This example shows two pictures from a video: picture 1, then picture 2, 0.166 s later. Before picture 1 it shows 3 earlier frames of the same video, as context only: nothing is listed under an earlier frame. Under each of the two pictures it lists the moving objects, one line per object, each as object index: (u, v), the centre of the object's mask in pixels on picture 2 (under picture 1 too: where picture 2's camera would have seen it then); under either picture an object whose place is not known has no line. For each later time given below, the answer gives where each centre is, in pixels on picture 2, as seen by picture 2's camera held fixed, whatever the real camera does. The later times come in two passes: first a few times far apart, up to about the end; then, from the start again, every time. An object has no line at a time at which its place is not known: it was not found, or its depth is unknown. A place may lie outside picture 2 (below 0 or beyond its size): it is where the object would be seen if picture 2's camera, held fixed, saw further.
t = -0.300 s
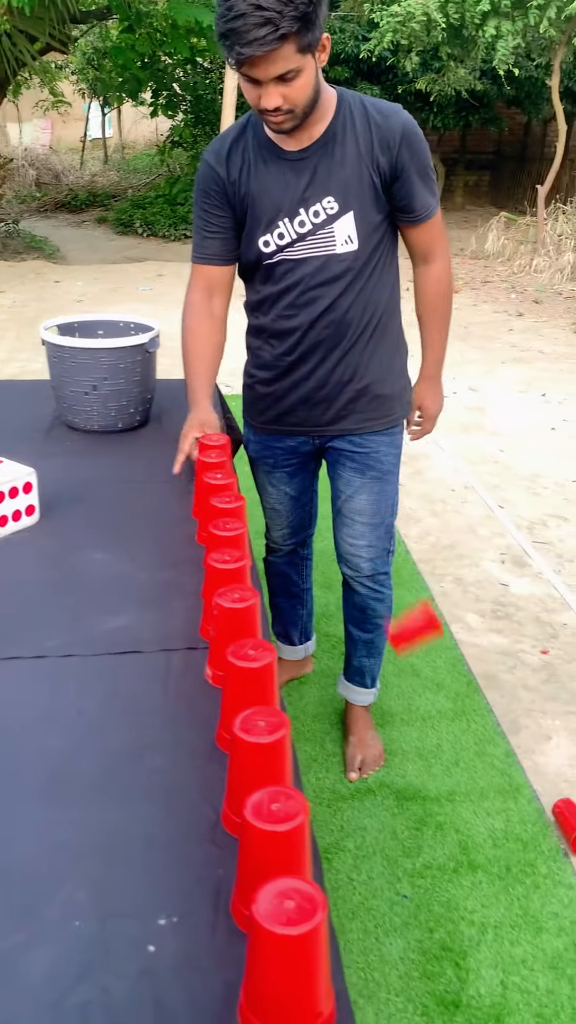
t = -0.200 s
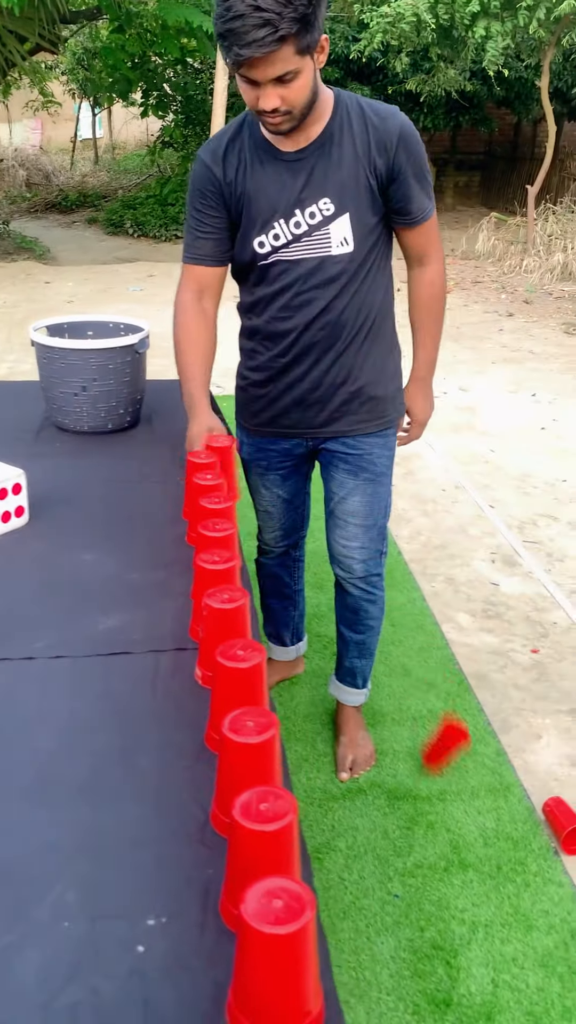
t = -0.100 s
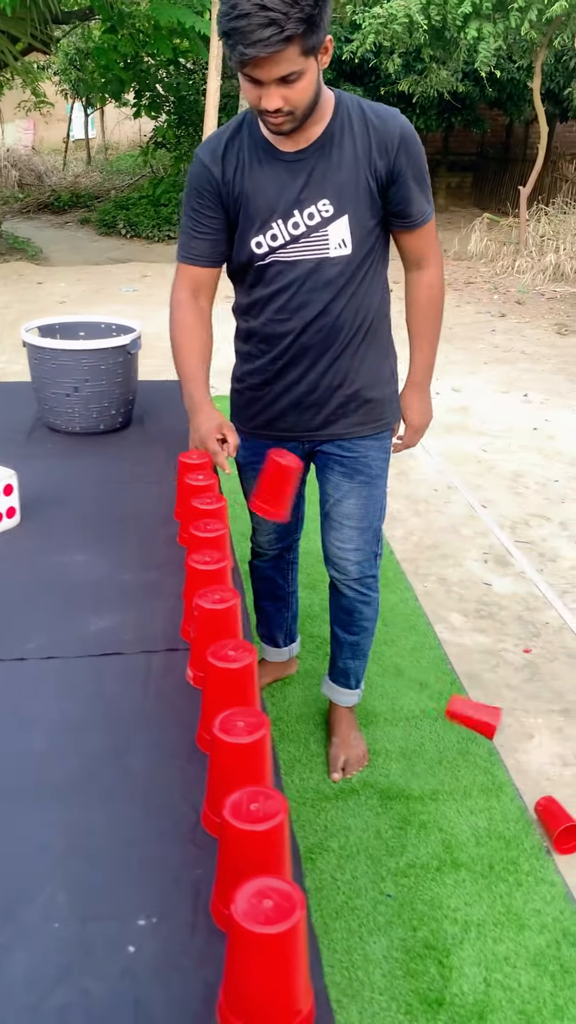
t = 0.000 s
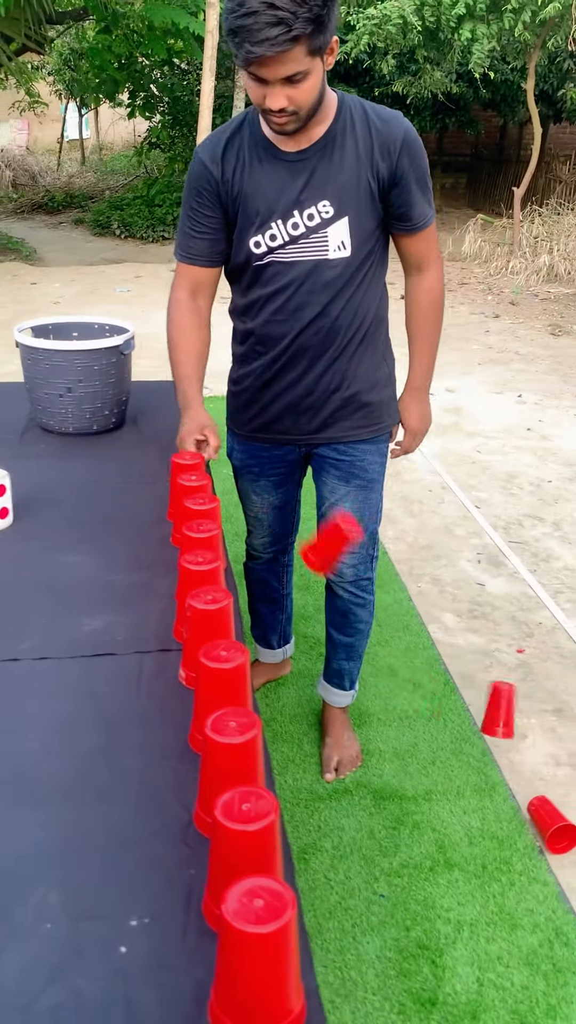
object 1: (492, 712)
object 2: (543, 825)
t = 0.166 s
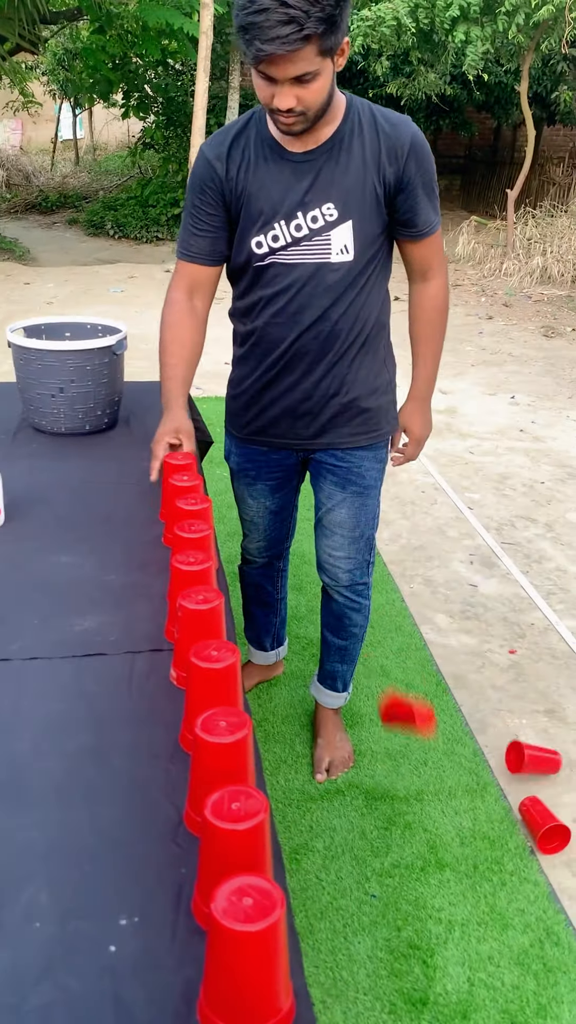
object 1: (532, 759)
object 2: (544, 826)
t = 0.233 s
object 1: (542, 765)
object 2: (544, 826)
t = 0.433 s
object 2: (547, 829)
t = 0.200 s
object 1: (538, 764)
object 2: (544, 826)
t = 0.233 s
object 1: (542, 765)
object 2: (544, 826)
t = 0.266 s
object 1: (546, 767)
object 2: (544, 826)
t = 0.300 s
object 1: (549, 770)
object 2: (544, 826)
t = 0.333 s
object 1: (551, 771)
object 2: (544, 826)
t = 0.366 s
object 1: (552, 773)
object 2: (544, 826)
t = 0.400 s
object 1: (554, 775)
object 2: (544, 826)
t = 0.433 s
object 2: (547, 829)
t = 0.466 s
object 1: (566, 774)
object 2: (551, 835)
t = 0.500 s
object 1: (559, 774)
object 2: (555, 843)
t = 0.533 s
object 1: (553, 775)
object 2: (539, 821)
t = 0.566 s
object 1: (554, 780)
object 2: (544, 824)
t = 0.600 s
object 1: (559, 782)
